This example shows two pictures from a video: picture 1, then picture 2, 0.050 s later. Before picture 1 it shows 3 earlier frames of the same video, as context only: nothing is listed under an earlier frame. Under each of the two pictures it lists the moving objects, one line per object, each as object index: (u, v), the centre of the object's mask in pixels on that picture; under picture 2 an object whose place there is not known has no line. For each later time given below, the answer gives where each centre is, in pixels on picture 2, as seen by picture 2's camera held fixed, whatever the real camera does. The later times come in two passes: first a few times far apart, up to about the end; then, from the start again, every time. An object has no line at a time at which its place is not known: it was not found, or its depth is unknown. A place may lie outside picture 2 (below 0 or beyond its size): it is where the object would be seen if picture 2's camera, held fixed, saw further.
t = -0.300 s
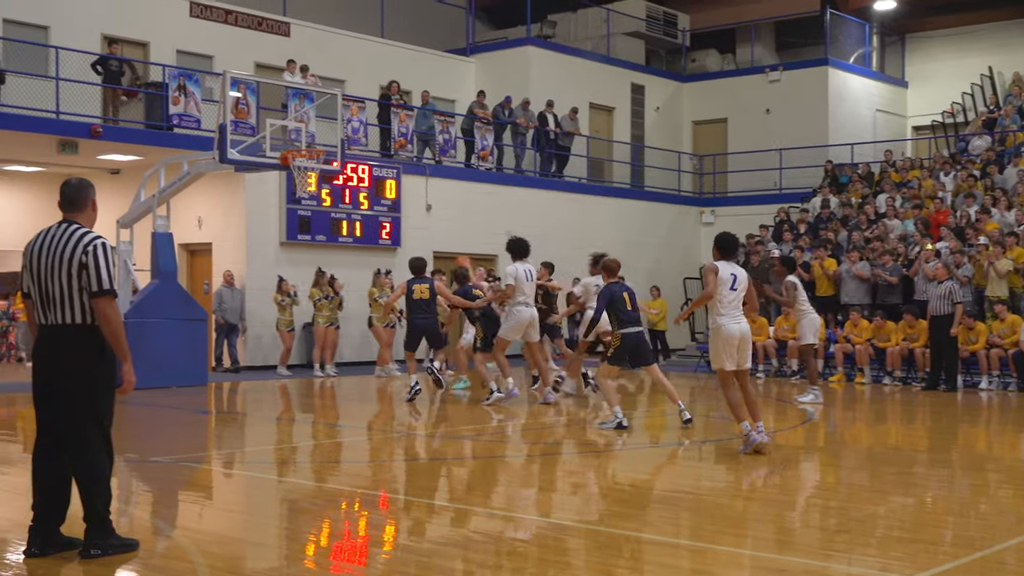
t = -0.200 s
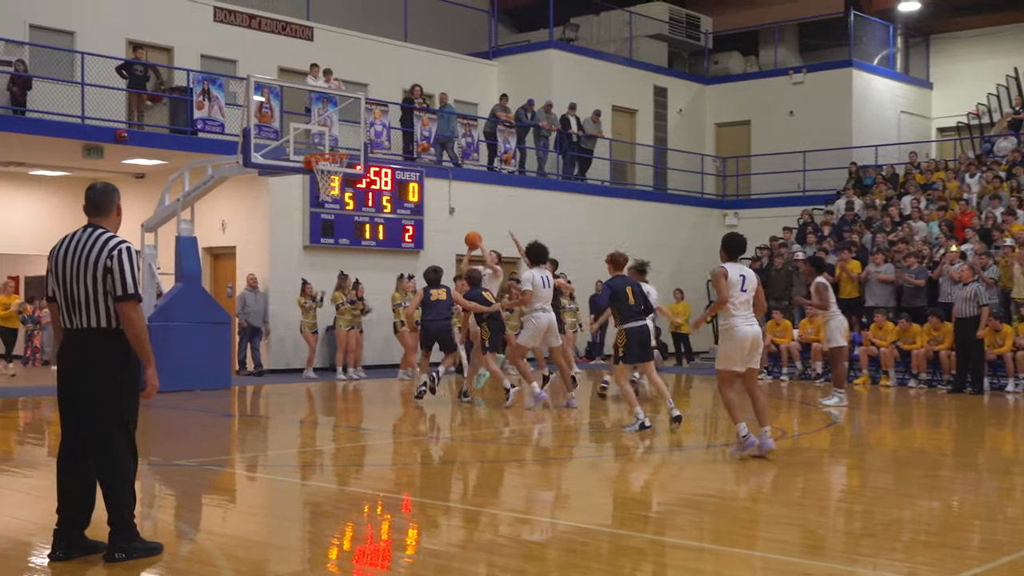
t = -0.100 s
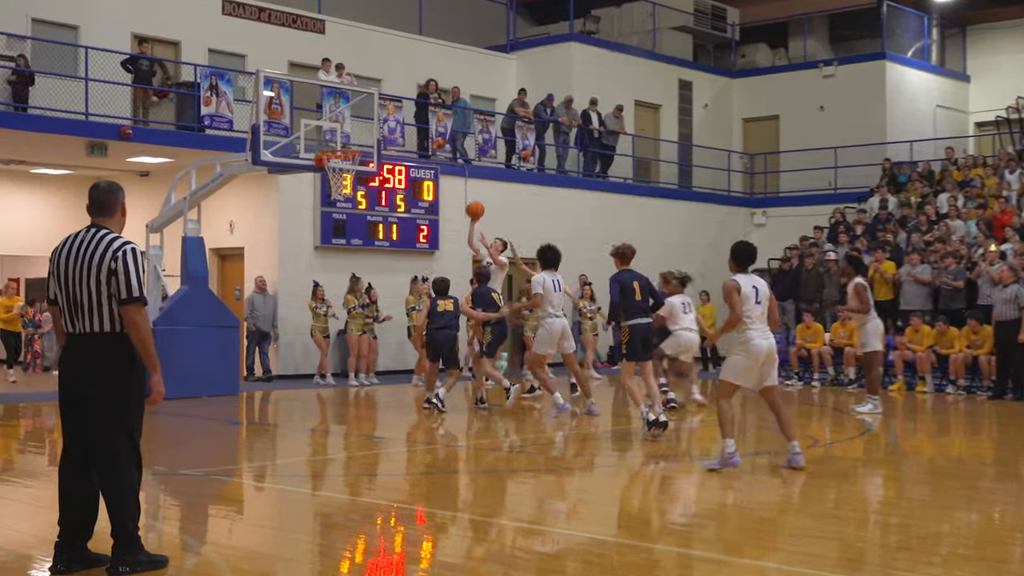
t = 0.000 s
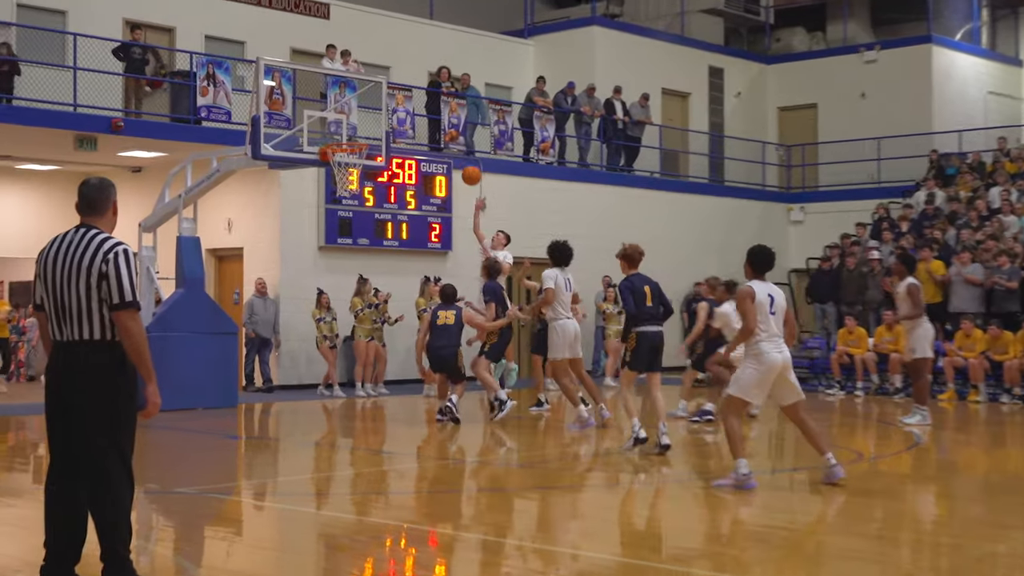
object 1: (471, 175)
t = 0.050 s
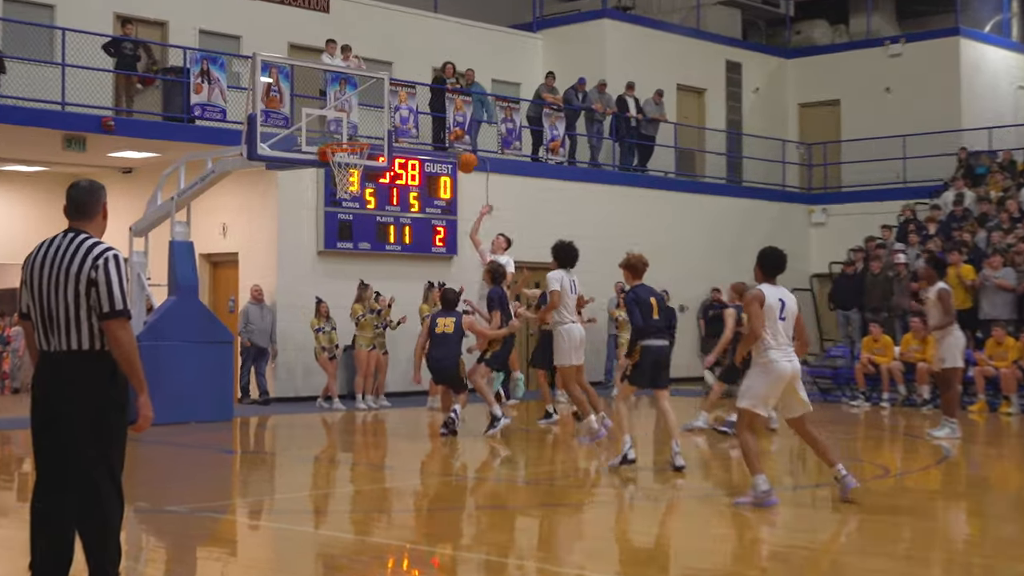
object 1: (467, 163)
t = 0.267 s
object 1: (419, 128)
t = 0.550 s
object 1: (357, 133)
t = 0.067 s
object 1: (464, 158)
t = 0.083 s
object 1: (460, 155)
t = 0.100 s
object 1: (456, 150)
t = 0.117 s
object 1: (453, 147)
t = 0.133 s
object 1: (448, 144)
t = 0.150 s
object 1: (445, 141)
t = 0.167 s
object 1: (443, 140)
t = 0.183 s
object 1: (438, 137)
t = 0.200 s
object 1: (434, 135)
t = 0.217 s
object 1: (431, 132)
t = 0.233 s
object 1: (427, 130)
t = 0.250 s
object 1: (424, 129)
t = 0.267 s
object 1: (419, 128)
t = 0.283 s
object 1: (416, 126)
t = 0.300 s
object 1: (413, 125)
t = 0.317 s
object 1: (409, 125)
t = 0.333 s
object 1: (406, 124)
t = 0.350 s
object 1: (401, 124)
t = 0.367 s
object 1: (398, 124)
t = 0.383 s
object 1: (394, 124)
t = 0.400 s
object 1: (389, 124)
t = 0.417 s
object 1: (386, 125)
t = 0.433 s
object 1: (383, 126)
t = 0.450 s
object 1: (378, 128)
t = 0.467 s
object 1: (374, 130)
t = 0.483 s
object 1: (371, 131)
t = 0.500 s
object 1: (366, 133)
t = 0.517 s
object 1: (362, 135)
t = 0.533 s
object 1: (360, 134)
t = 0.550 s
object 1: (357, 133)
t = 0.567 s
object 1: (355, 132)
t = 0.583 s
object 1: (352, 131)
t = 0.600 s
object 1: (350, 130)
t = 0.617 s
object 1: (348, 129)
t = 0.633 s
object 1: (346, 129)
